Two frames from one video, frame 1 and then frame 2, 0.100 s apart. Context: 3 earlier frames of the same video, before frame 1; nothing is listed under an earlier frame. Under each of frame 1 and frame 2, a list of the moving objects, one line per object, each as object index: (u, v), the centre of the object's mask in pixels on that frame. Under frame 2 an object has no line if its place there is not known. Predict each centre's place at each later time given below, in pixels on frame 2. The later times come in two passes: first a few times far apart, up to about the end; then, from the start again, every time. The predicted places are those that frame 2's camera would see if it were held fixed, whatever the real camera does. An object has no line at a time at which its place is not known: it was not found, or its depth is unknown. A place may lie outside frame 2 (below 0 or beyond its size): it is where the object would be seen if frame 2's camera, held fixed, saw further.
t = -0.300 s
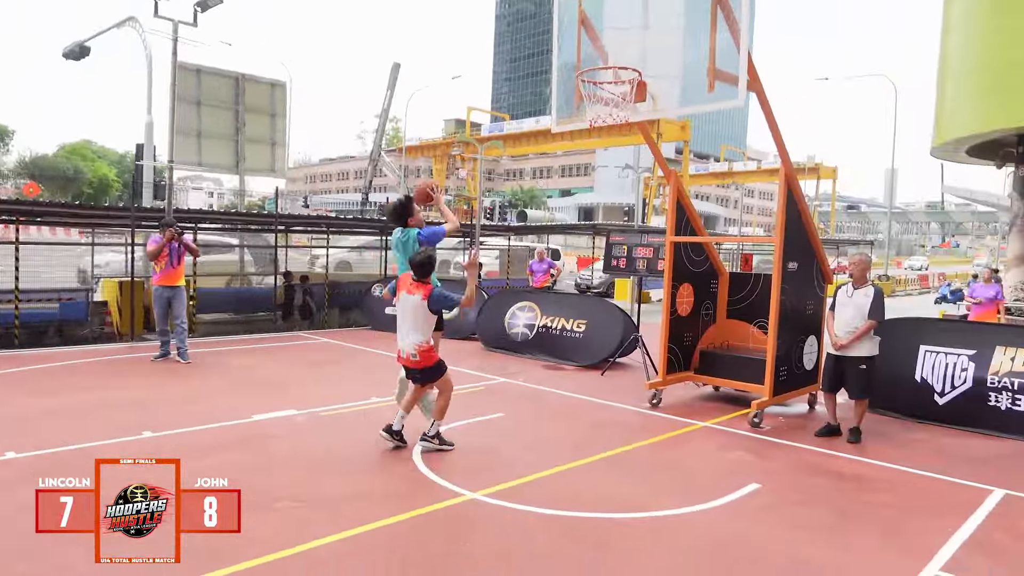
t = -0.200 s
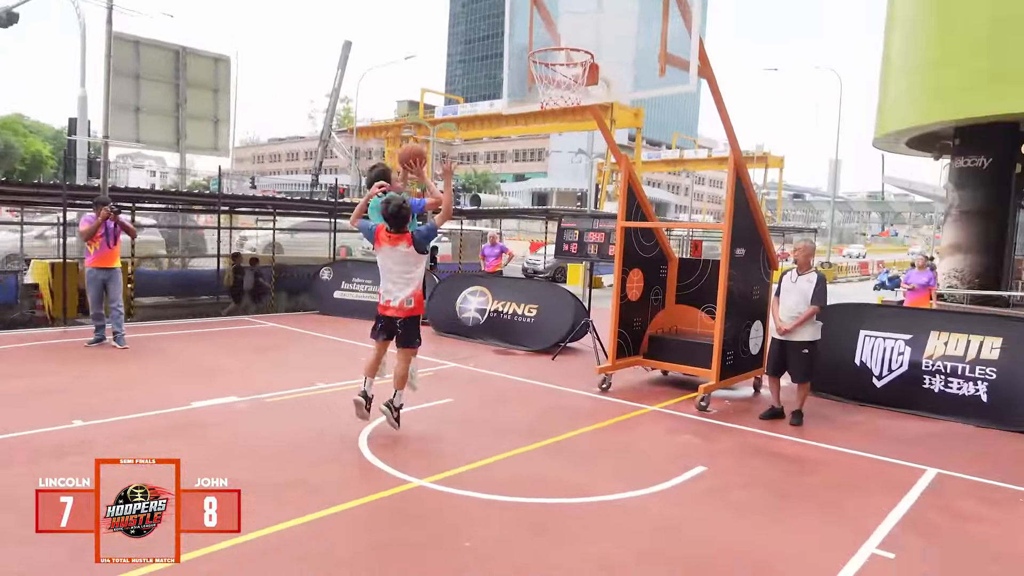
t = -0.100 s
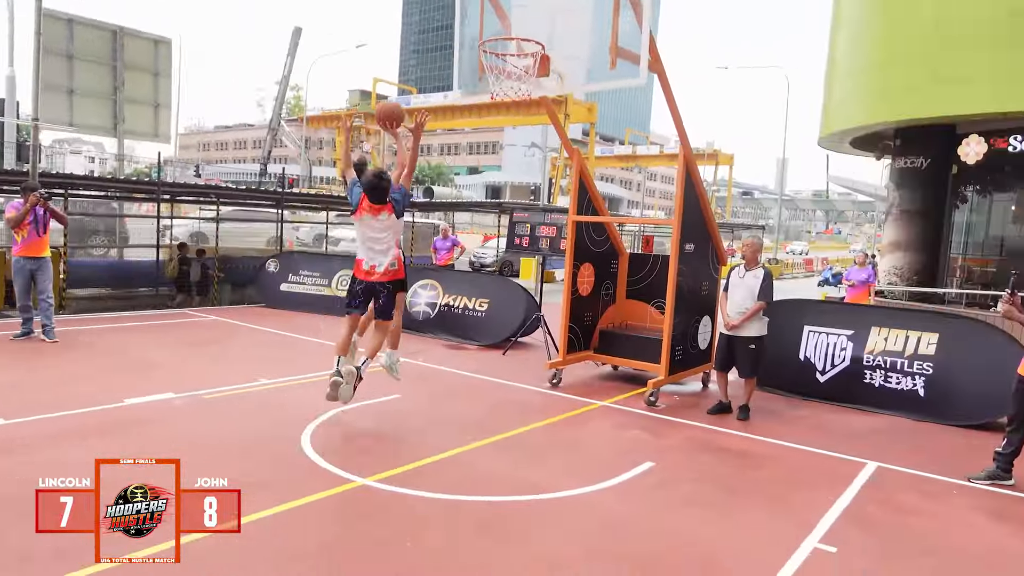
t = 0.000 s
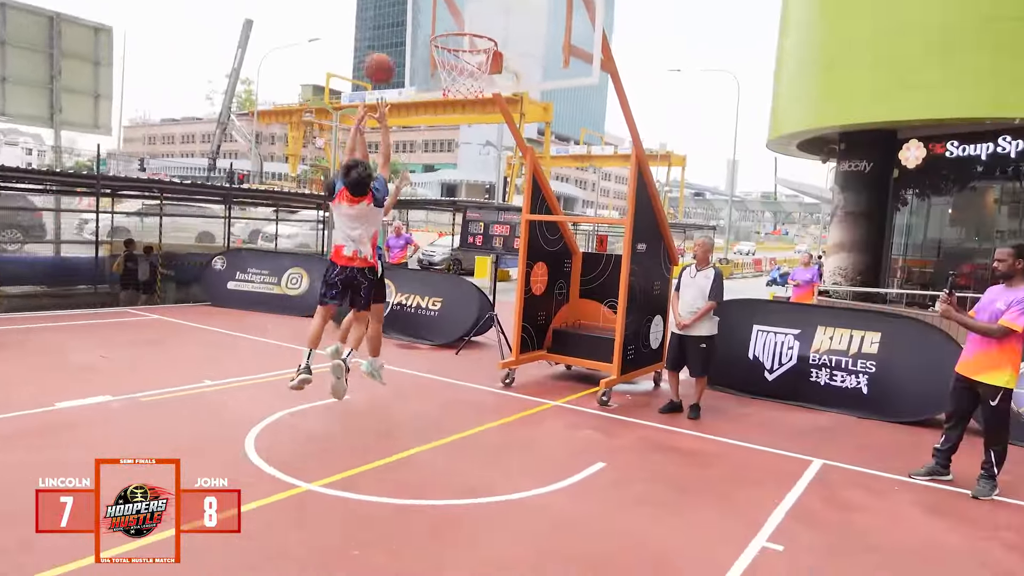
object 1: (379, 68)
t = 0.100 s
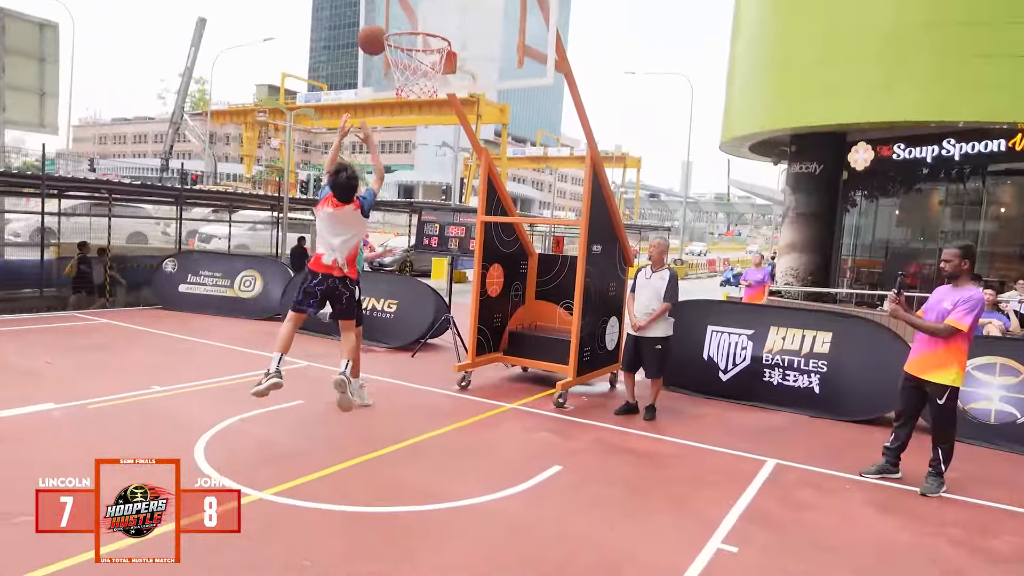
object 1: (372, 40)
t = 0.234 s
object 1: (394, 20)
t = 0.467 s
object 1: (386, 16)
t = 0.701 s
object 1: (395, 8)
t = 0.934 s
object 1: (407, 31)
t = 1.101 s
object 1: (411, 100)
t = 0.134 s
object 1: (381, 30)
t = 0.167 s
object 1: (397, 28)
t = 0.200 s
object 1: (396, 22)
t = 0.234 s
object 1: (394, 20)
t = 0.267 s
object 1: (392, 19)
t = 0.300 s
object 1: (390, 19)
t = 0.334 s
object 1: (387, 20)
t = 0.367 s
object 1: (386, 24)
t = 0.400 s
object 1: (385, 20)
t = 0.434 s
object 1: (386, 17)
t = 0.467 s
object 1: (386, 16)
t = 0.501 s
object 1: (387, 16)
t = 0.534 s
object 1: (387, 16)
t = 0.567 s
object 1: (389, 13)
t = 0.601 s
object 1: (390, 11)
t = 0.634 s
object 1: (390, 12)
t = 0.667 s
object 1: (393, 9)
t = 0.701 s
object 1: (395, 8)
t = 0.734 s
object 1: (395, 8)
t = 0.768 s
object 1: (398, 8)
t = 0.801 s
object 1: (400, 8)
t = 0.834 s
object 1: (401, 12)
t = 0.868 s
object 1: (403, 17)
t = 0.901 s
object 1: (405, 23)
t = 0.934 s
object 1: (407, 31)
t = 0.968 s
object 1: (408, 41)
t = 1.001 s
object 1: (409, 53)
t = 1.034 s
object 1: (410, 67)
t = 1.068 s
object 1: (410, 83)
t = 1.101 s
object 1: (411, 100)
